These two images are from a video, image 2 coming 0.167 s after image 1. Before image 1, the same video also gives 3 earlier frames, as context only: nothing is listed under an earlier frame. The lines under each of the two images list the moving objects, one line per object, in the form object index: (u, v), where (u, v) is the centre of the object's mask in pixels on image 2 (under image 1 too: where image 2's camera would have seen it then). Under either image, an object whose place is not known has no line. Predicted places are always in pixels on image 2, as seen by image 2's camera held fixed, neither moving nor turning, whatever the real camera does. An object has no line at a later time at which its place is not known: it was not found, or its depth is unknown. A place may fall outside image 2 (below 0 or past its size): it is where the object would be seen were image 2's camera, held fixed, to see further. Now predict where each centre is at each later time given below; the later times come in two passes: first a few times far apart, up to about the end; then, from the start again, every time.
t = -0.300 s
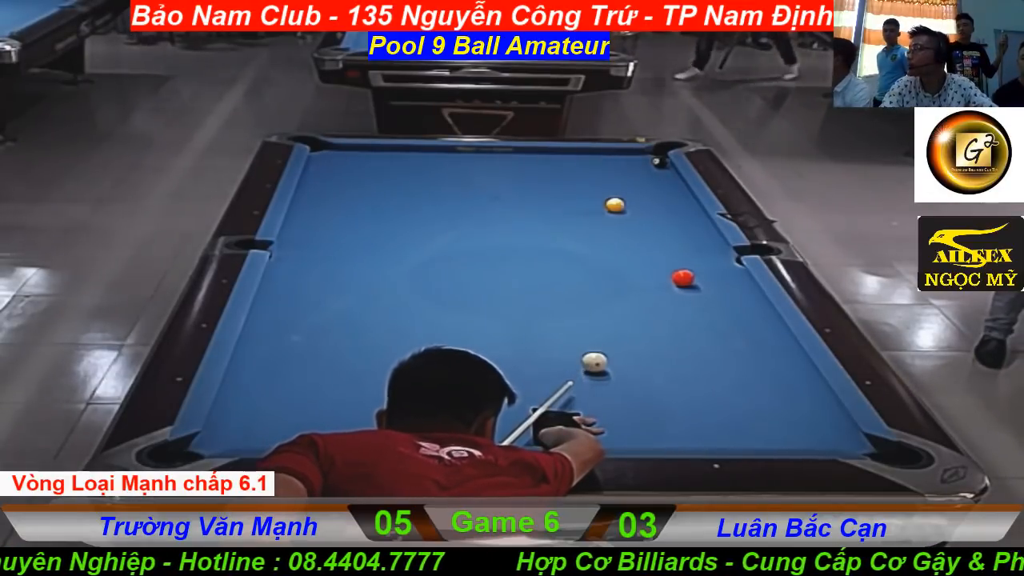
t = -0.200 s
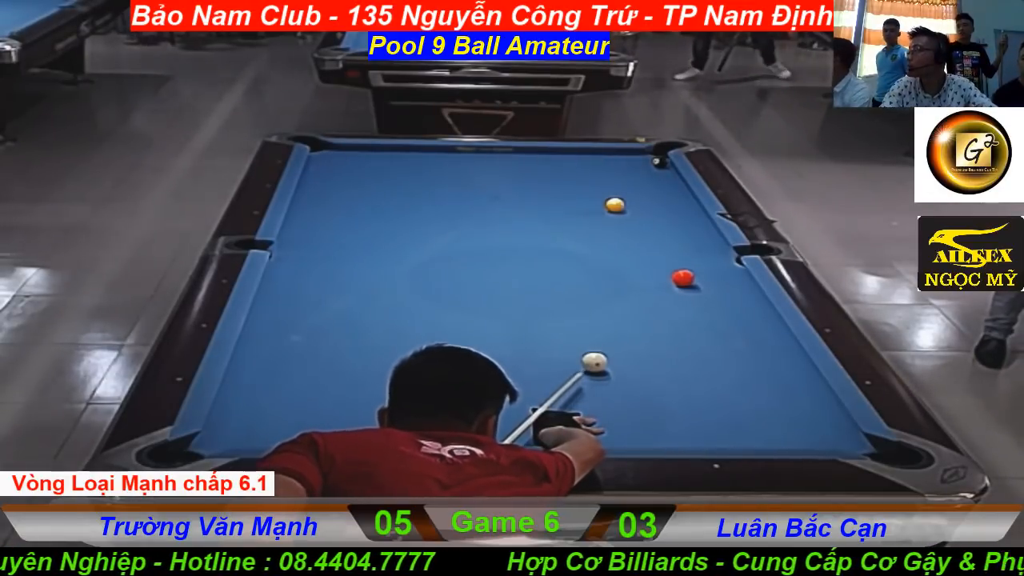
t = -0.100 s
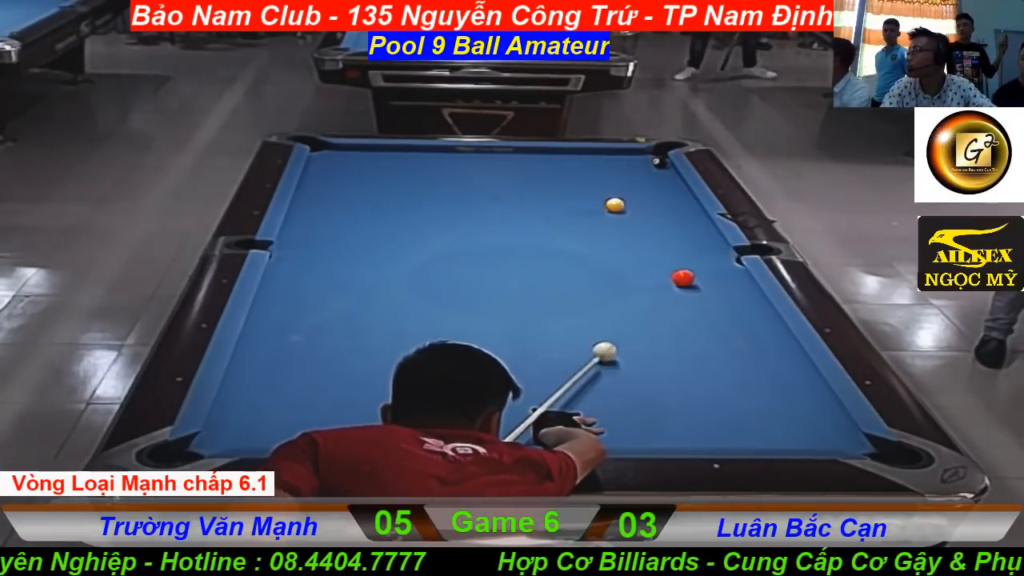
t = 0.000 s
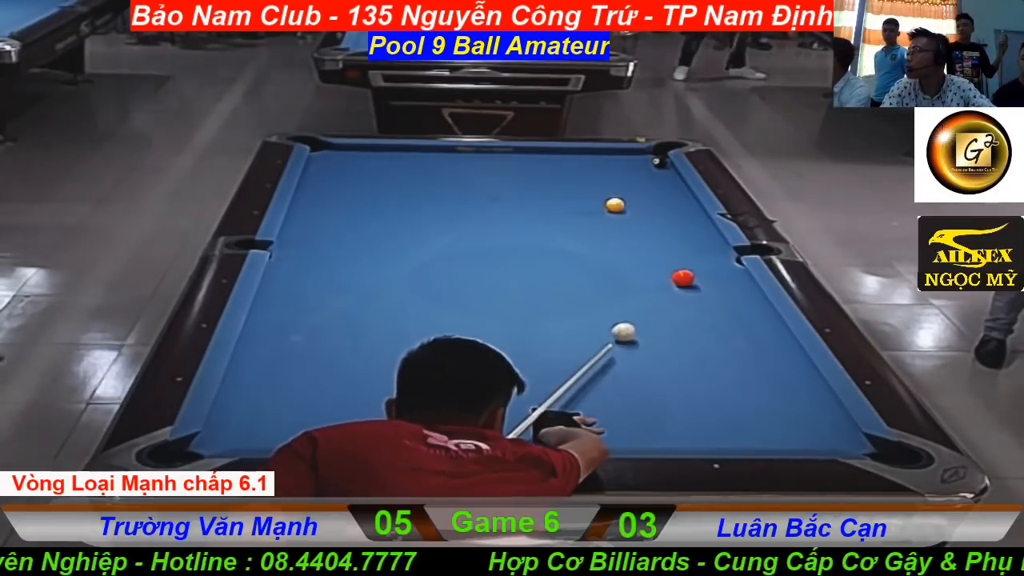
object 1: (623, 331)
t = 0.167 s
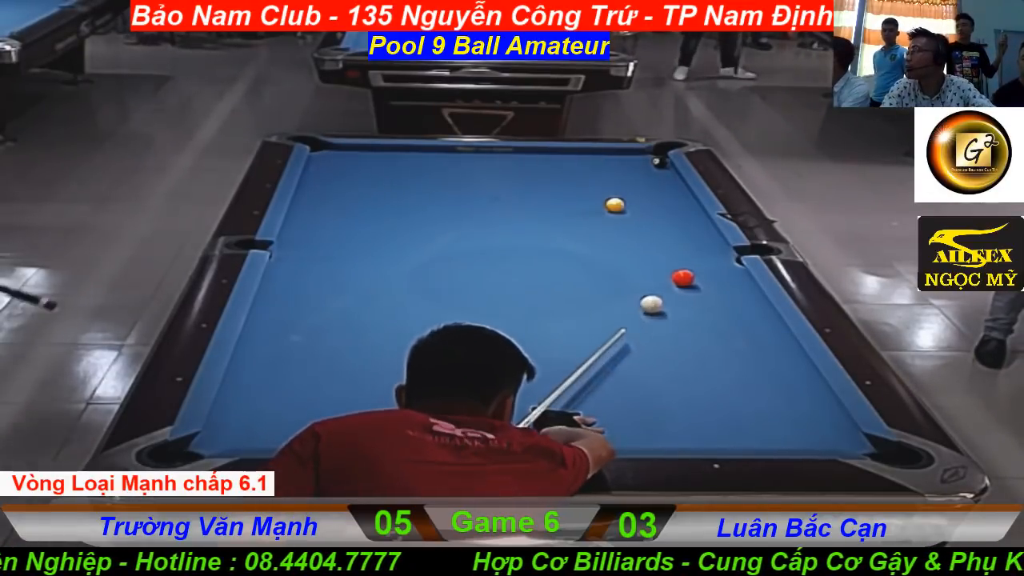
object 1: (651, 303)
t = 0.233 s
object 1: (661, 293)
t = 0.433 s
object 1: (665, 278)
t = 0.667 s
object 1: (656, 266)
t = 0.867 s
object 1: (650, 258)
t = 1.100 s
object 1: (644, 248)
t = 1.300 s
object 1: (638, 241)
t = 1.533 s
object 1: (633, 233)
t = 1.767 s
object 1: (628, 226)
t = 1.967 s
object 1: (624, 221)
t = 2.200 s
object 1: (620, 215)
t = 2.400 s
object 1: (617, 211)
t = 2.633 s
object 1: (616, 209)
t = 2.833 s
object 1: (616, 208)
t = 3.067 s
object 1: (615, 208)
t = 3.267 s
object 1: (615, 208)
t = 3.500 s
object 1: (615, 208)
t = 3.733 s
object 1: (615, 208)
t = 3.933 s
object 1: (615, 208)
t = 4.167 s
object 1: (615, 208)
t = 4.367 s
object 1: (615, 208)
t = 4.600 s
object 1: (615, 208)
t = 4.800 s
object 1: (615, 208)
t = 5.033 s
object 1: (615, 208)
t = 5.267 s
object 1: (615, 208)
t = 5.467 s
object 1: (615, 208)
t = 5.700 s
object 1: (615, 208)
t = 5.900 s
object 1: (615, 208)
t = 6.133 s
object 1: (615, 208)
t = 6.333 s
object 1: (615, 208)
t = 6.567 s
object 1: (615, 208)
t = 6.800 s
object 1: (615, 208)
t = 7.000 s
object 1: (615, 208)
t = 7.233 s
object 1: (615, 208)
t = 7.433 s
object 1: (615, 208)
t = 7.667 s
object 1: (615, 208)
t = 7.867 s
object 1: (615, 208)
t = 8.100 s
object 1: (615, 207)
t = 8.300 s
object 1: (615, 207)
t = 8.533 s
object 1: (615, 207)
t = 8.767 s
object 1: (615, 208)
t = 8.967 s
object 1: (615, 208)
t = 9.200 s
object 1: (615, 208)
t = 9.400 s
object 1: (615, 208)
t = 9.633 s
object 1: (615, 208)
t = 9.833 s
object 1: (615, 208)
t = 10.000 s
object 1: (615, 208)
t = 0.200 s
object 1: (656, 298)
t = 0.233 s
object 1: (661, 293)
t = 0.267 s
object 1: (666, 288)
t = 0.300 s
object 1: (671, 284)
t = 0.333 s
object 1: (670, 282)
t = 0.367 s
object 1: (667, 281)
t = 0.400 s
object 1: (666, 279)
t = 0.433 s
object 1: (665, 278)
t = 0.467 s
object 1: (663, 276)
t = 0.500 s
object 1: (662, 274)
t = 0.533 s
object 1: (661, 273)
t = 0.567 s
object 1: (660, 271)
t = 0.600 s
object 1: (659, 269)
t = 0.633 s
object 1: (657, 268)
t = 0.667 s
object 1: (656, 266)
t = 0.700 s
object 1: (656, 265)
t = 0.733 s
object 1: (654, 263)
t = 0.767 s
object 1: (653, 262)
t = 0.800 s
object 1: (652, 260)
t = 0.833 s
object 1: (651, 259)
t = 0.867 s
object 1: (650, 258)
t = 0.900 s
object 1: (649, 256)
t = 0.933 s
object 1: (649, 255)
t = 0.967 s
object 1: (648, 254)
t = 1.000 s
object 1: (647, 252)
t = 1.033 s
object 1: (646, 251)
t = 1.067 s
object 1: (645, 249)
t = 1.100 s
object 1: (644, 248)
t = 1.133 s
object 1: (643, 247)
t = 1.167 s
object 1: (642, 246)
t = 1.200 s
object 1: (641, 244)
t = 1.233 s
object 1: (641, 243)
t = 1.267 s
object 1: (639, 242)
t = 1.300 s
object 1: (638, 241)
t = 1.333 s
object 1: (638, 240)
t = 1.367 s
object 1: (637, 239)
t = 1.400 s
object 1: (636, 238)
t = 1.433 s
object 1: (635, 236)
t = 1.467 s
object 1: (634, 235)
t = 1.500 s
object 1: (634, 235)
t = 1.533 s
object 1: (633, 233)
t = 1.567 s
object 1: (632, 232)
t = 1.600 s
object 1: (631, 231)
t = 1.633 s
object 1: (630, 230)
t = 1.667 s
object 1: (630, 229)
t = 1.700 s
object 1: (629, 228)
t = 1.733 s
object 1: (628, 227)
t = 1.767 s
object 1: (628, 226)
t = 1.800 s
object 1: (627, 226)
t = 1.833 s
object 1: (626, 224)
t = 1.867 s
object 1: (626, 224)
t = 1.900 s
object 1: (625, 223)
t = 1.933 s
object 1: (625, 222)
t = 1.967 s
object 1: (624, 221)
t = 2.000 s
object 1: (624, 220)
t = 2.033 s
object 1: (623, 219)
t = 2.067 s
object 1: (622, 218)
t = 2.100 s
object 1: (622, 218)
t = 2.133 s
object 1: (621, 217)
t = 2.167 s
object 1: (621, 216)
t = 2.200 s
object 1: (620, 215)
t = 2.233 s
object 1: (619, 215)
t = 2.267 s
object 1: (619, 214)
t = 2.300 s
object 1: (619, 213)
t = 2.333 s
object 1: (618, 212)
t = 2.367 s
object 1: (618, 212)
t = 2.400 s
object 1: (617, 211)
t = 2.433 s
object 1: (617, 211)
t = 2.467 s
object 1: (617, 210)
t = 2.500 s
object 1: (617, 210)
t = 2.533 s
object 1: (617, 210)
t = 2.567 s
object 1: (616, 210)
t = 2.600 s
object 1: (616, 209)
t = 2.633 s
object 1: (616, 209)
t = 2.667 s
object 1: (616, 209)
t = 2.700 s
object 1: (616, 209)
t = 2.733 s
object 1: (616, 209)
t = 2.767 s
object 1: (616, 209)
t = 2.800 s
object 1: (616, 209)
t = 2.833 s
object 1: (616, 208)
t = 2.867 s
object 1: (616, 208)
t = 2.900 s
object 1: (615, 208)
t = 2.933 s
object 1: (615, 208)
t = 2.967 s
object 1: (615, 208)
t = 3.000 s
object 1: (615, 208)
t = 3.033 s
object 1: (615, 208)
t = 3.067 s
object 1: (615, 208)
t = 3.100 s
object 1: (615, 208)
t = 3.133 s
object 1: (615, 208)
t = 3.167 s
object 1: (615, 208)
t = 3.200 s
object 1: (615, 208)
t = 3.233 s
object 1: (615, 208)
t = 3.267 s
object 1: (615, 208)
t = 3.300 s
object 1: (615, 208)
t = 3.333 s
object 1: (615, 208)
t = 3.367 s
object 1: (615, 208)
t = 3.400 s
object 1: (615, 208)
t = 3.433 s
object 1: (615, 208)
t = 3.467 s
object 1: (615, 208)
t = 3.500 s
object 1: (615, 208)
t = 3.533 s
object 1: (615, 208)
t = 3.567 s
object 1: (615, 208)
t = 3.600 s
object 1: (615, 208)
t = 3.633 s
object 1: (615, 208)
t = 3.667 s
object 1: (615, 208)
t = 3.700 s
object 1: (615, 208)
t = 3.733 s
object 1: (615, 208)
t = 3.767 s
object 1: (615, 208)
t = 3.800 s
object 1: (615, 208)
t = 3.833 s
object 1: (615, 208)
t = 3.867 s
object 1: (615, 208)
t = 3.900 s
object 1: (615, 208)
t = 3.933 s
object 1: (615, 208)
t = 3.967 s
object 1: (615, 208)
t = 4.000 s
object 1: (615, 208)
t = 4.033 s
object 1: (615, 208)
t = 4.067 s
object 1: (615, 208)
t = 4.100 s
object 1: (615, 208)
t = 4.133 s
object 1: (615, 208)
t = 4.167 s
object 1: (615, 208)
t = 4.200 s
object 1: (615, 208)
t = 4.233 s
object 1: (615, 208)
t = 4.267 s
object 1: (615, 208)
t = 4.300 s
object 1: (615, 208)
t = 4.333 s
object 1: (615, 208)
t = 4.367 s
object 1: (615, 208)
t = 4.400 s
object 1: (615, 208)
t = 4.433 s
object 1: (615, 208)
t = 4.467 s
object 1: (615, 208)
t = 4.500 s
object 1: (615, 208)
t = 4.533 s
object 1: (615, 208)
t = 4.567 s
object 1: (615, 208)
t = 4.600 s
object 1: (615, 208)
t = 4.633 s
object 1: (615, 208)
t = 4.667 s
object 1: (615, 208)
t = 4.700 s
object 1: (615, 208)
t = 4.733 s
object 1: (615, 208)
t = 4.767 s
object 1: (615, 208)
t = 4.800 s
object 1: (615, 208)
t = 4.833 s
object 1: (615, 208)
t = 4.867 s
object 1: (615, 208)
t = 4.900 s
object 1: (615, 208)
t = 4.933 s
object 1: (615, 208)
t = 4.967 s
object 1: (615, 208)
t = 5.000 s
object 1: (615, 208)
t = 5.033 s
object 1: (615, 208)
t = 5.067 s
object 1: (615, 208)
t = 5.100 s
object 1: (615, 208)
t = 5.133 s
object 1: (615, 208)
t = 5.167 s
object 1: (615, 208)
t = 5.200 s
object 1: (615, 208)
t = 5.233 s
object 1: (615, 208)
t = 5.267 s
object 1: (615, 208)
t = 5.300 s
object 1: (615, 208)
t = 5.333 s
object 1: (615, 208)
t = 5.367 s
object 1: (615, 208)
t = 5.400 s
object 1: (615, 208)
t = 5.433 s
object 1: (615, 208)
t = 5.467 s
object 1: (615, 208)
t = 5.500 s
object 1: (615, 208)
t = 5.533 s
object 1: (615, 208)
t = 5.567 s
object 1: (615, 208)
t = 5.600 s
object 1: (615, 208)
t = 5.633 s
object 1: (615, 208)
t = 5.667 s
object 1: (615, 208)
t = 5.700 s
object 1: (615, 208)
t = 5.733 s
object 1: (615, 208)
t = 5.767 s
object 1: (615, 208)
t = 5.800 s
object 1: (615, 208)
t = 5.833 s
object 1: (615, 208)
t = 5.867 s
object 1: (615, 208)
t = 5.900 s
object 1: (615, 208)
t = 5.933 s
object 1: (615, 208)
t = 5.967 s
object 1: (615, 208)
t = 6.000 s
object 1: (615, 208)
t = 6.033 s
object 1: (615, 208)
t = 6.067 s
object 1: (615, 208)
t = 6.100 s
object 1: (615, 208)
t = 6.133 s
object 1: (615, 208)
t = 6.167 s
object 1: (617, 209)
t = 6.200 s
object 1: (612, 205)
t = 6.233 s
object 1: (614, 207)
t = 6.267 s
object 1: (615, 208)
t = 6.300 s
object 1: (615, 208)
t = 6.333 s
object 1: (615, 208)
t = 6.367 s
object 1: (615, 208)
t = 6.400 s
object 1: (615, 208)
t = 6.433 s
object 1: (615, 208)
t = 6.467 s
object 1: (615, 208)
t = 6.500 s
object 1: (615, 208)
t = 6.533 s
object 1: (615, 208)
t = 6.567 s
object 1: (615, 208)
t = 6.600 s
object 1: (615, 208)
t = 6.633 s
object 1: (615, 208)
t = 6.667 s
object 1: (615, 208)
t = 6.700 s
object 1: (615, 208)
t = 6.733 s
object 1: (615, 208)
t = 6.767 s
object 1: (615, 208)
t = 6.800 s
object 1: (615, 208)
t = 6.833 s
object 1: (615, 208)
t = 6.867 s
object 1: (615, 208)
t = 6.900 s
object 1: (615, 208)
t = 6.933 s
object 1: (615, 208)
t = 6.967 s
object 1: (615, 208)
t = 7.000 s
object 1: (615, 208)
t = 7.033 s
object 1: (615, 208)
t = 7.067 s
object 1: (615, 208)
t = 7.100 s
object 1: (615, 208)
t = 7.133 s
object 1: (615, 208)
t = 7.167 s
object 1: (615, 208)
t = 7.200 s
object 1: (615, 208)
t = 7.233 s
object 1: (615, 208)
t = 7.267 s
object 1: (615, 208)
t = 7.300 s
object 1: (615, 208)
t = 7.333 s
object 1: (615, 208)
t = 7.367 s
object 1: (615, 208)
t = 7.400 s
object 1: (615, 208)
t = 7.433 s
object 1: (615, 208)
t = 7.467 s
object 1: (615, 208)
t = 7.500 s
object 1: (615, 208)
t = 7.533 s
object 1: (615, 207)
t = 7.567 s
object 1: (615, 208)
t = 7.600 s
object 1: (615, 207)
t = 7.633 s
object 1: (615, 208)
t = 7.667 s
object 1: (615, 208)
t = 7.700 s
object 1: (615, 208)
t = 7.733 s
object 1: (615, 207)
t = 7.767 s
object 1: (615, 207)
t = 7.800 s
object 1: (615, 208)
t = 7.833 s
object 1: (615, 208)
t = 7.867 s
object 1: (615, 208)
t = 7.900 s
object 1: (615, 208)
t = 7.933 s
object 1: (615, 208)
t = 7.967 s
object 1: (615, 208)
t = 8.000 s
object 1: (615, 208)
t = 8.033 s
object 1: (615, 208)
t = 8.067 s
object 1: (615, 208)
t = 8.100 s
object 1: (615, 207)
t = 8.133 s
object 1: (615, 208)
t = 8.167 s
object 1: (615, 208)
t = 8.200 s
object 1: (615, 208)
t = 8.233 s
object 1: (615, 208)
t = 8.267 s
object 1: (615, 208)
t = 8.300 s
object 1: (615, 207)
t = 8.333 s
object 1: (615, 207)
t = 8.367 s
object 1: (615, 207)
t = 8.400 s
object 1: (615, 208)
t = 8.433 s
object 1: (615, 208)
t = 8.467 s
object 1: (615, 208)
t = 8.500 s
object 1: (615, 208)
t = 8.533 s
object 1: (615, 207)
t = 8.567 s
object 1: (615, 207)
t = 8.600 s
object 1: (615, 208)
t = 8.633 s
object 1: (615, 208)
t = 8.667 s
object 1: (615, 208)
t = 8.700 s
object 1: (615, 208)
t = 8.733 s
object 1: (615, 208)
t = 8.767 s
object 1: (615, 208)
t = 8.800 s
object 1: (615, 208)
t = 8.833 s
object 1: (615, 208)
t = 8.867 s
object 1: (615, 208)
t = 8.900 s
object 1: (615, 208)
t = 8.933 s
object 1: (615, 208)
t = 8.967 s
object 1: (615, 208)
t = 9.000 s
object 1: (615, 208)
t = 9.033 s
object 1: (615, 208)
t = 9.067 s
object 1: (615, 208)
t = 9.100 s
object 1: (615, 208)
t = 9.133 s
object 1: (615, 208)
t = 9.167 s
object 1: (615, 208)
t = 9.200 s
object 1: (615, 208)
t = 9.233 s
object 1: (615, 208)
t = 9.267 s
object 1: (615, 208)
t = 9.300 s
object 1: (615, 208)
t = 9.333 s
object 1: (615, 208)
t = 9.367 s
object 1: (615, 208)
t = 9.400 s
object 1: (615, 208)
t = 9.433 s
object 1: (615, 208)
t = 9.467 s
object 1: (615, 208)
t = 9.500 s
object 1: (615, 208)
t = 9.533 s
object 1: (615, 208)
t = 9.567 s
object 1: (615, 208)
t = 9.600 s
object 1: (615, 208)
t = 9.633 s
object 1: (615, 208)
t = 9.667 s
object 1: (615, 208)
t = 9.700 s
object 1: (615, 208)
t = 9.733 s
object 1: (615, 207)
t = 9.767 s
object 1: (615, 207)
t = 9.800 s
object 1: (615, 208)
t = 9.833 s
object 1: (615, 208)
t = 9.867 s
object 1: (615, 208)
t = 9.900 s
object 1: (615, 208)
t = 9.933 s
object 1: (615, 208)
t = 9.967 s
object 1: (615, 207)
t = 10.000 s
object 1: (615, 208)
